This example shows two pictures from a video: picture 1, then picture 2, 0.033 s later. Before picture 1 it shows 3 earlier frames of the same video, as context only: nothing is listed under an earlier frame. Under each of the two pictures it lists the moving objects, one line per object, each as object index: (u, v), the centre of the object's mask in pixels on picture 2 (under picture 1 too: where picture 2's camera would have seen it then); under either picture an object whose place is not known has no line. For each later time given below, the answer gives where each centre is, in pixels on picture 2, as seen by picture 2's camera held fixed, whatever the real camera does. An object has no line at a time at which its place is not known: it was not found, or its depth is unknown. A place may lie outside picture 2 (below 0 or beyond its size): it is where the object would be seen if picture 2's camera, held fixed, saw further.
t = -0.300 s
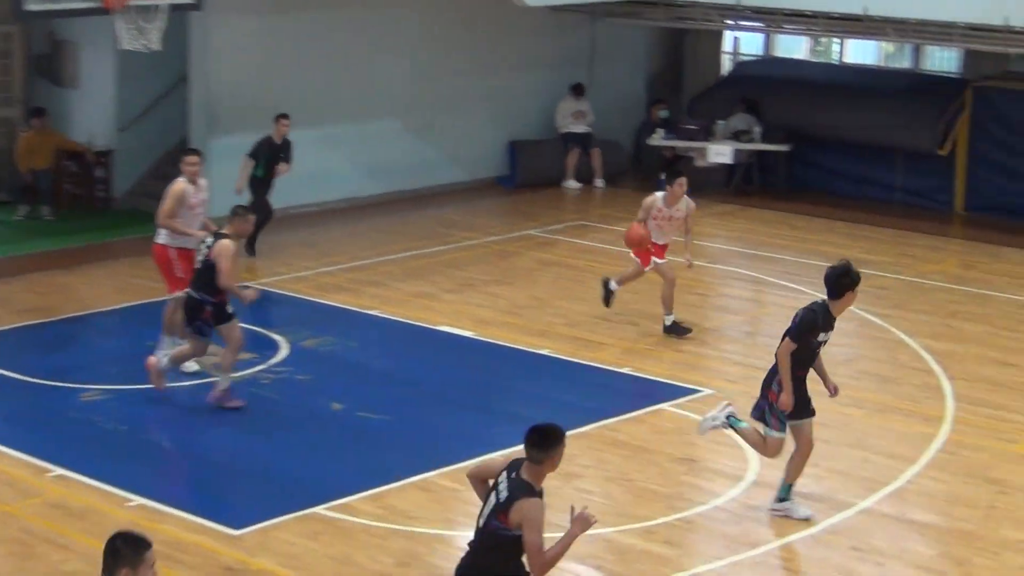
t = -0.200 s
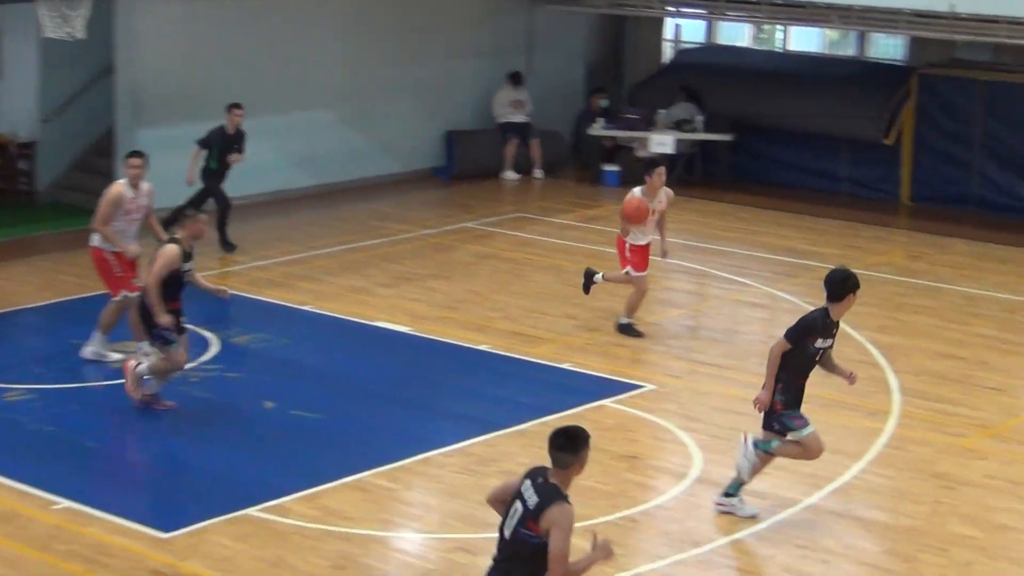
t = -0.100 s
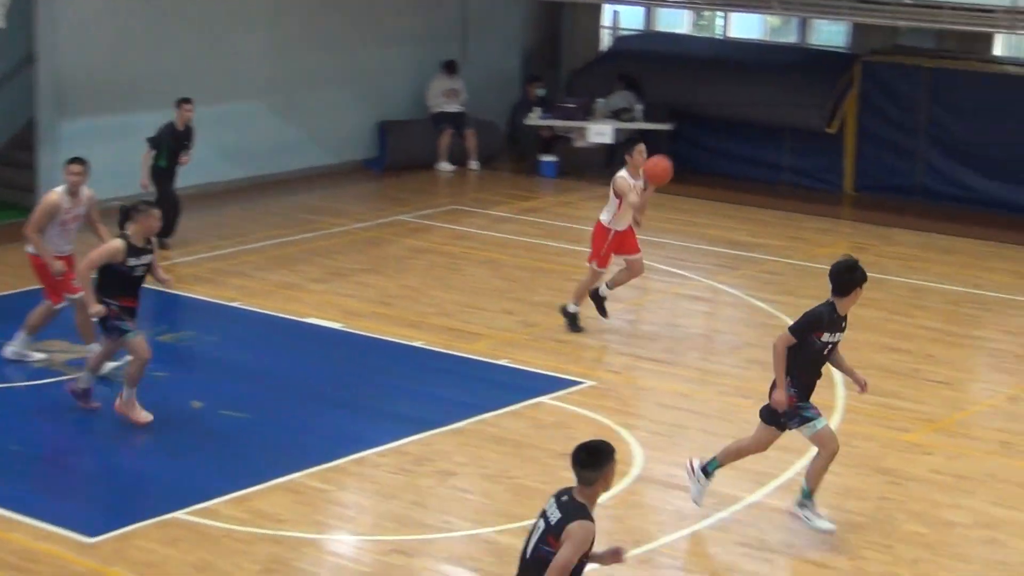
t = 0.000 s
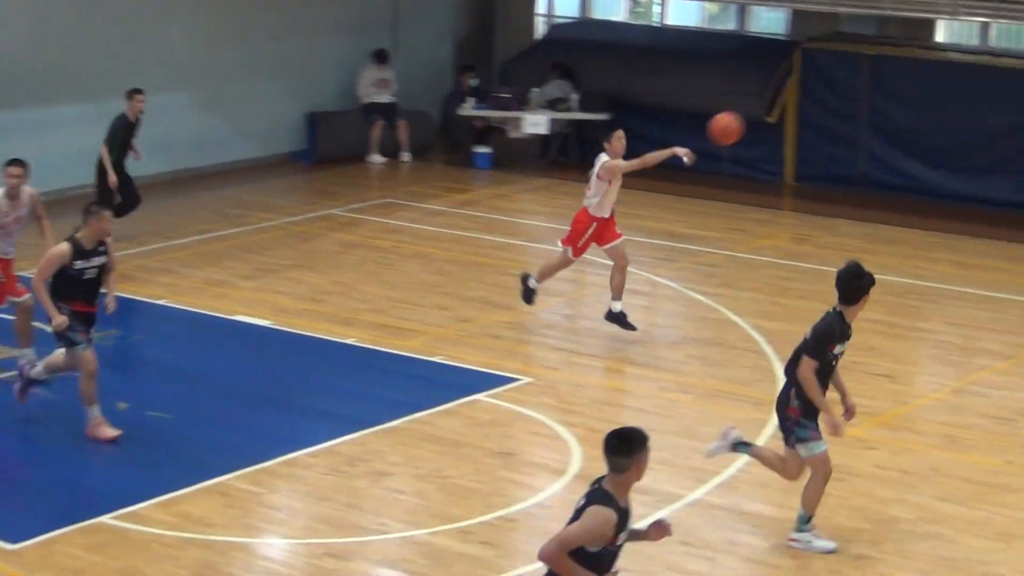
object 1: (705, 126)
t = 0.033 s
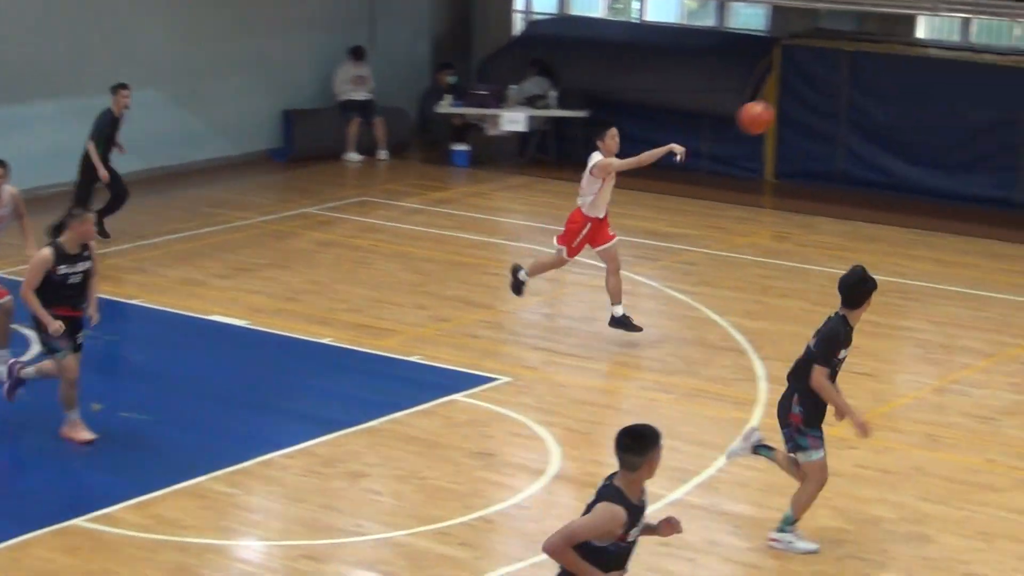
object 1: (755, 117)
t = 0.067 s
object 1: (807, 110)
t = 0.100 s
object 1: (860, 104)
